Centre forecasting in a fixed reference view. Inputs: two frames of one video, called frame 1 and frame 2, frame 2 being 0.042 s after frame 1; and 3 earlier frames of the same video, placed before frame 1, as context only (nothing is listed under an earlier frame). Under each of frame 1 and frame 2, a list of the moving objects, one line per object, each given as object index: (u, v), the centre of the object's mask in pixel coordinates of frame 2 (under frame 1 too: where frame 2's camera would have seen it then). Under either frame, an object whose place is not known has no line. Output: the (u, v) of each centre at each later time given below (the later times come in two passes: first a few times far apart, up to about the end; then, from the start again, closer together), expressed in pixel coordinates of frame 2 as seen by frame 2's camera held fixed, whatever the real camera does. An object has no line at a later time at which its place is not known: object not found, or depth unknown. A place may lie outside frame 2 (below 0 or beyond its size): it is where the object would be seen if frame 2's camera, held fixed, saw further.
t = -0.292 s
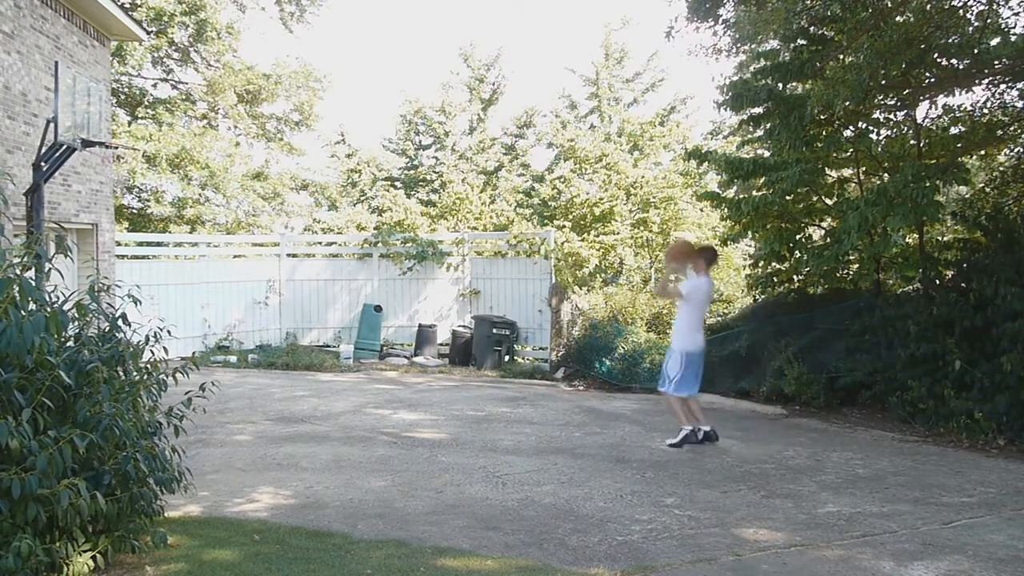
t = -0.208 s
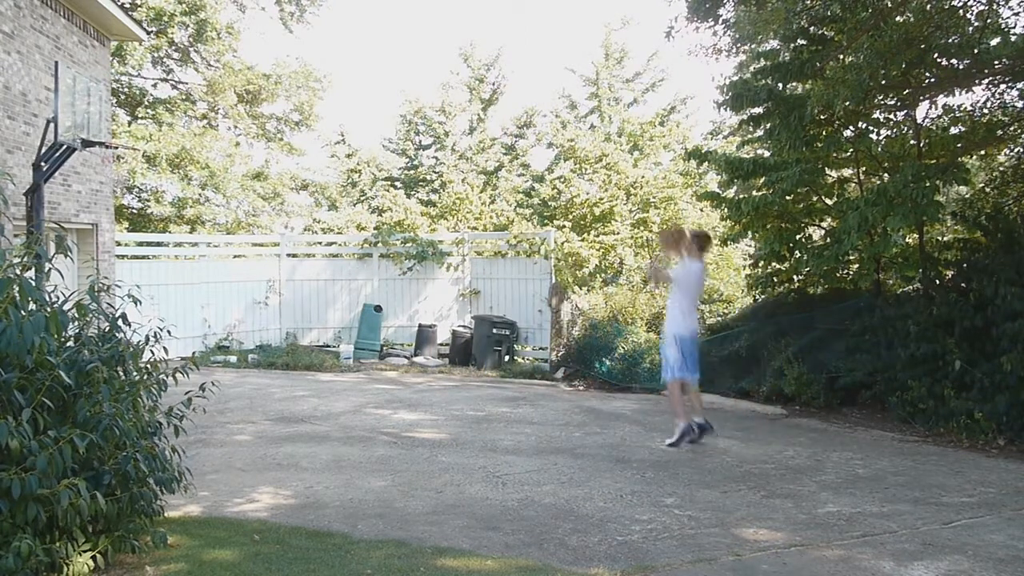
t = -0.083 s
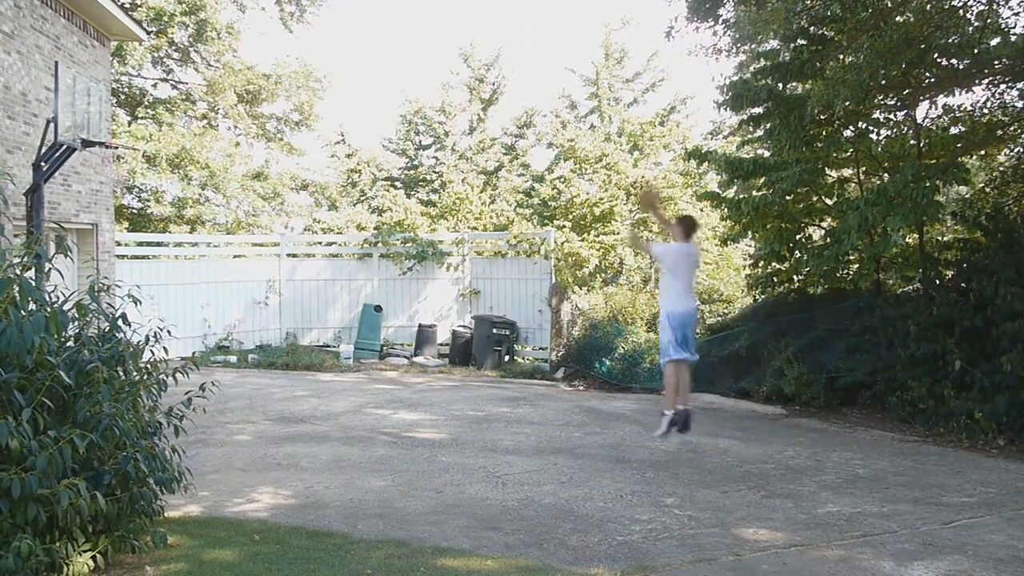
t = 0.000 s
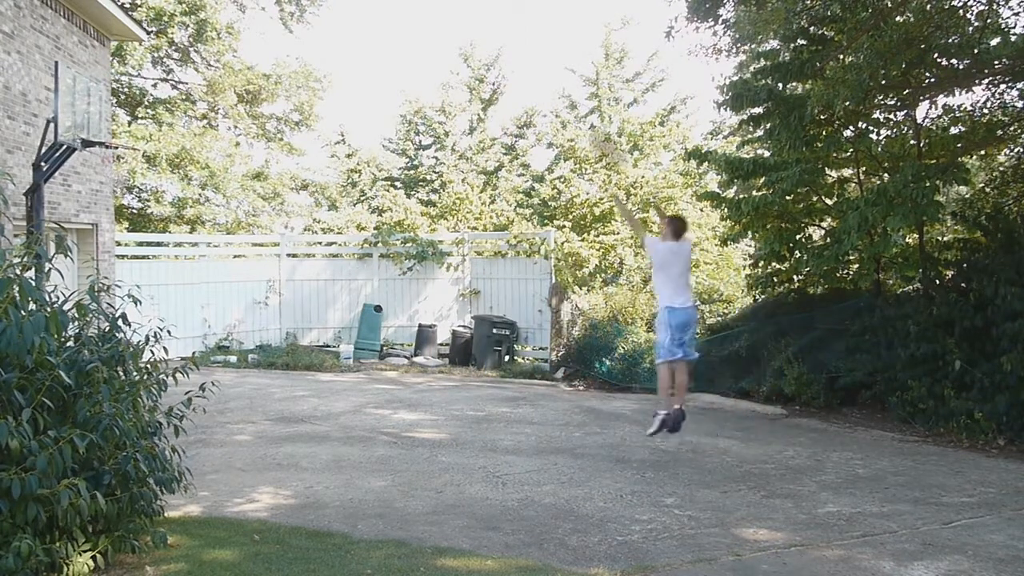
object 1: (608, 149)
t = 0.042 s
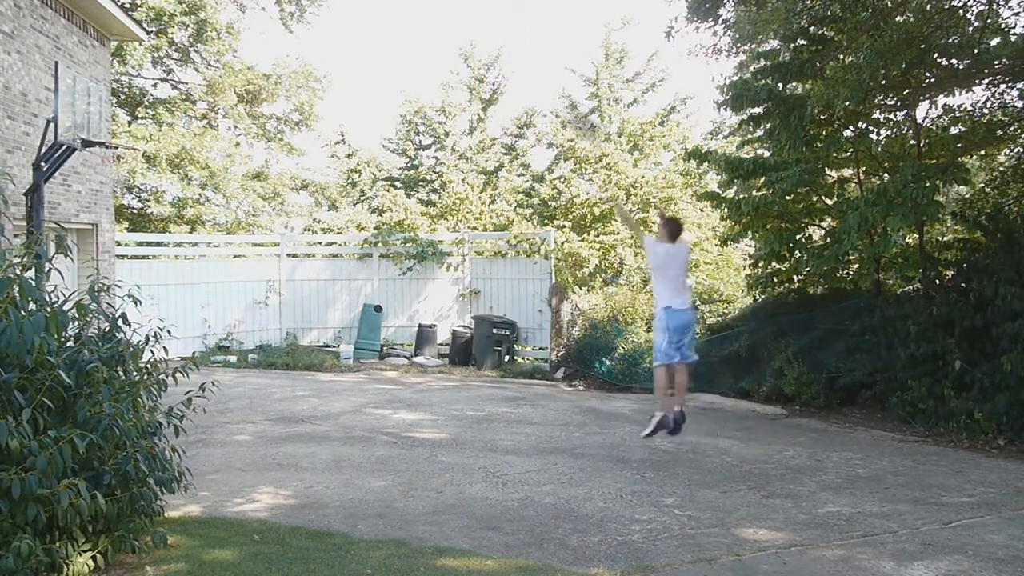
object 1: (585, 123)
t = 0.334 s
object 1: (429, 20)
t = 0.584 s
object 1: (313, 6)
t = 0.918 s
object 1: (175, 70)
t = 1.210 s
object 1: (120, 176)
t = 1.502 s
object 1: (148, 171)
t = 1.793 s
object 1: (169, 228)
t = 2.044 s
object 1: (185, 338)
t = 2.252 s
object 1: (197, 378)
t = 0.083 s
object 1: (560, 103)
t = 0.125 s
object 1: (538, 85)
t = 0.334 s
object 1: (429, 20)
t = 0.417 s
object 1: (389, 9)
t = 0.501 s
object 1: (350, 6)
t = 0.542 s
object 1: (329, 5)
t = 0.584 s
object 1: (313, 6)
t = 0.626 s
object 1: (294, 7)
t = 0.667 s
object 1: (274, 11)
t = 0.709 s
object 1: (257, 16)
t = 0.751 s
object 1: (241, 24)
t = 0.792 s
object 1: (228, 33)
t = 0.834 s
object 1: (207, 45)
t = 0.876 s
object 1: (190, 57)
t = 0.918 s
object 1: (175, 70)
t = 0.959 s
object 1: (160, 85)
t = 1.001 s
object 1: (145, 96)
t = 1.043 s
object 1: (133, 114)
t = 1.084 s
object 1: (114, 134)
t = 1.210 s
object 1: (120, 176)
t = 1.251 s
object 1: (127, 177)
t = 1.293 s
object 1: (133, 175)
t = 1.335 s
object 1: (138, 172)
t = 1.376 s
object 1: (141, 168)
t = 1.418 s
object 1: (143, 168)
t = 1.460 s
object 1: (145, 169)
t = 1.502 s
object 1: (148, 171)
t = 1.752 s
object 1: (165, 215)
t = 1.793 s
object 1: (169, 228)
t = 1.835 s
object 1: (170, 244)
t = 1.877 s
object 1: (174, 260)
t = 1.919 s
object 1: (177, 277)
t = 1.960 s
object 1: (180, 296)
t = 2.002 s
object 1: (184, 318)
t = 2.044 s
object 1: (185, 338)
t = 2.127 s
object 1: (191, 385)
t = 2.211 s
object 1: (196, 390)
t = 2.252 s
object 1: (197, 378)
